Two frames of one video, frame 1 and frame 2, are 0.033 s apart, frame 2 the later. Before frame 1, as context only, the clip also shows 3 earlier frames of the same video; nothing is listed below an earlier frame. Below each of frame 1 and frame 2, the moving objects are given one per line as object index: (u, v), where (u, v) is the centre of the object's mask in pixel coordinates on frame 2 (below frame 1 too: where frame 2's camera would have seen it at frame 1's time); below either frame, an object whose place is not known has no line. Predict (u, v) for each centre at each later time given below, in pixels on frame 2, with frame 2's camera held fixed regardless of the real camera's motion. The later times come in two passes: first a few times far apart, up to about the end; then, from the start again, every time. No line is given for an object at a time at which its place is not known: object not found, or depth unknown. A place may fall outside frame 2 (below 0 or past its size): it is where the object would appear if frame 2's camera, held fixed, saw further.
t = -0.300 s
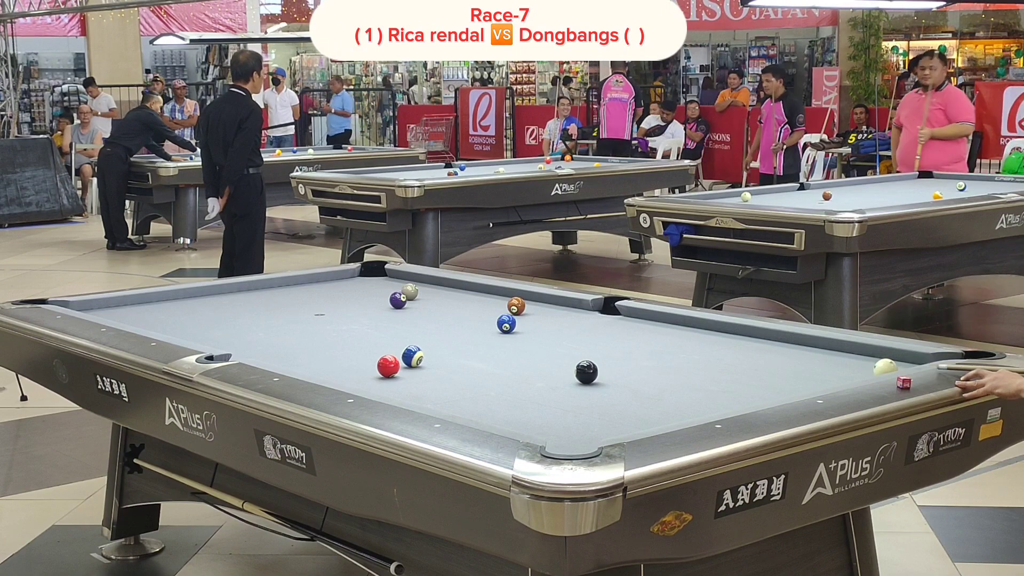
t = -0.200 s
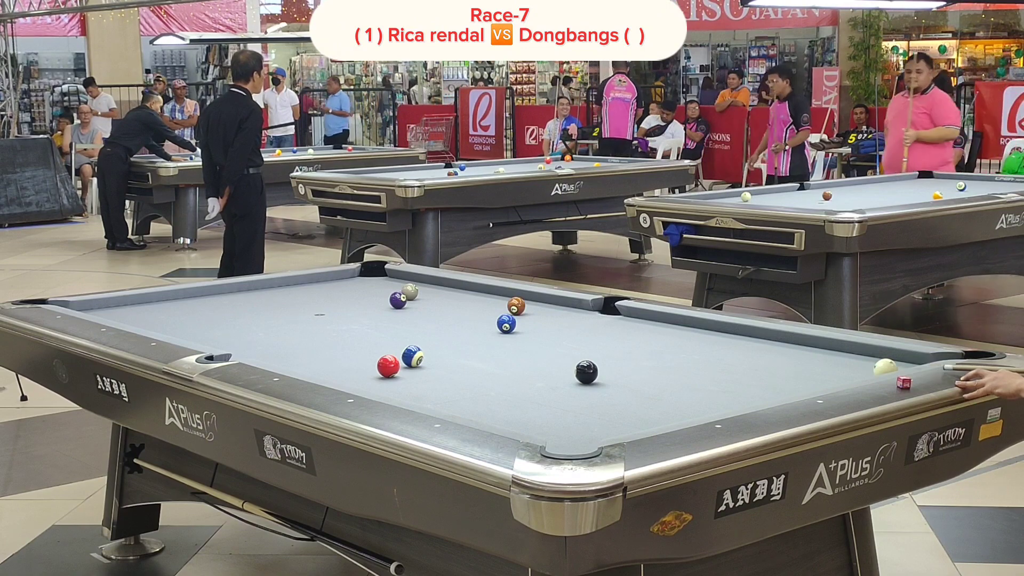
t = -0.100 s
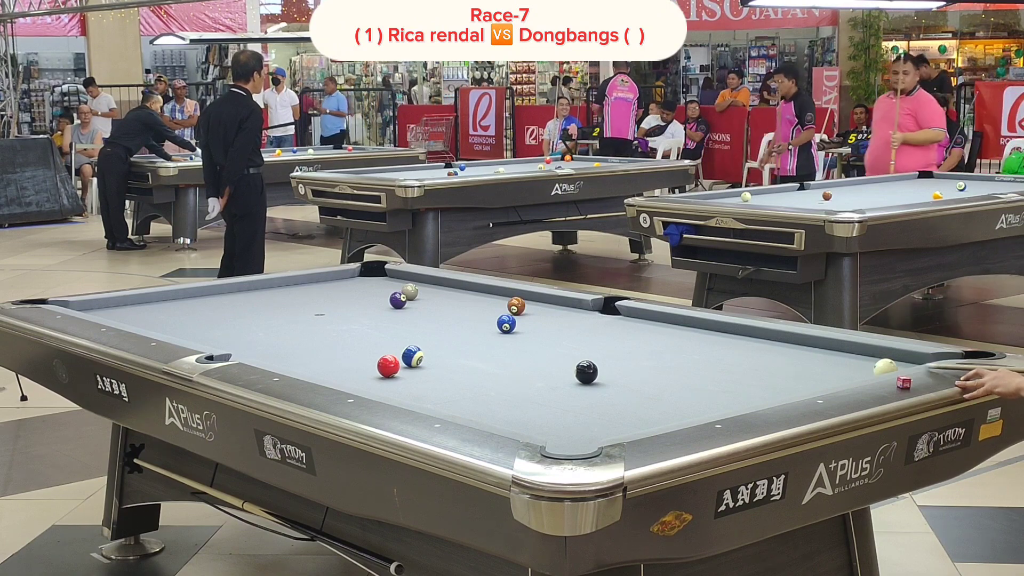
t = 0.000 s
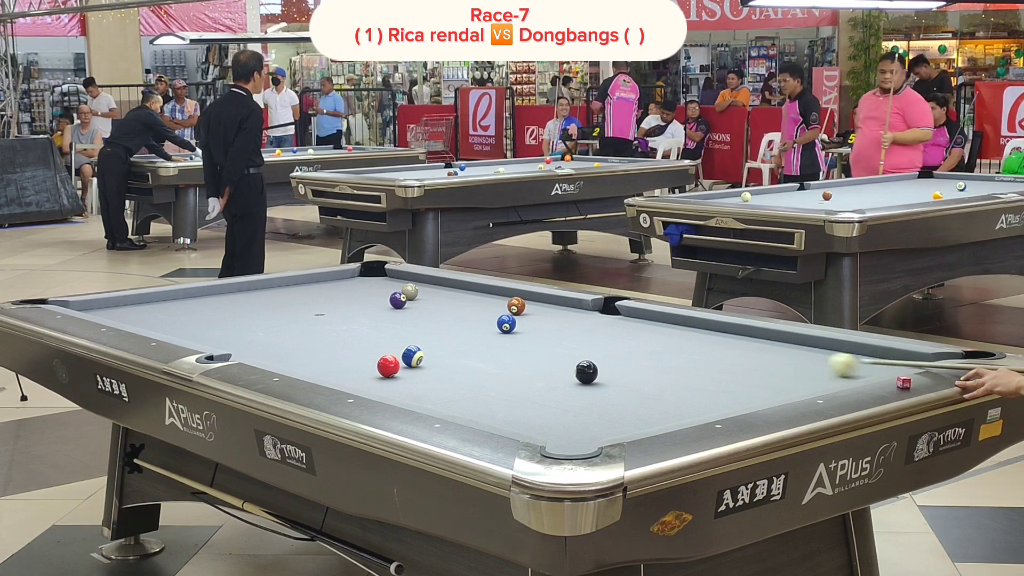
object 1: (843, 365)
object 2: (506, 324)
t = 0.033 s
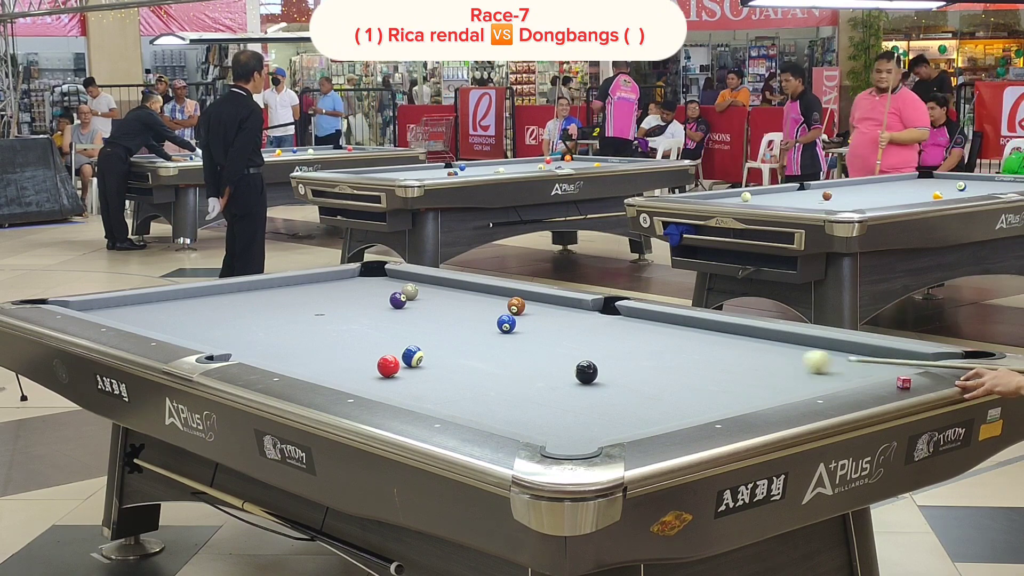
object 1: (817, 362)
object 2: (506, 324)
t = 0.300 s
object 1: (632, 339)
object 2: (506, 323)
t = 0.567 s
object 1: (525, 323)
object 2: (464, 320)
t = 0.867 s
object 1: (505, 315)
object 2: (346, 310)
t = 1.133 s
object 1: (483, 308)
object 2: (263, 304)
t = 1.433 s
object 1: (462, 300)
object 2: (177, 297)
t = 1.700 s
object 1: (445, 295)
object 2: (168, 300)
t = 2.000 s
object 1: (429, 289)
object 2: (174, 308)
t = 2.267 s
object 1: (416, 282)
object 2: (181, 315)
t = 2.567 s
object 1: (402, 279)
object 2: (188, 323)
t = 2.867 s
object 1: (390, 275)
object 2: (195, 330)
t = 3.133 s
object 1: (379, 272)
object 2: (202, 336)
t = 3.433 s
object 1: (365, 270)
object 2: (209, 342)
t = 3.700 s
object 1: (374, 270)
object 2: (223, 346)
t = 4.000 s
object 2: (247, 352)
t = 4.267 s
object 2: (268, 355)
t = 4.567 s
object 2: (290, 359)
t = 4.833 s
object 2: (308, 362)
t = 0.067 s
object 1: (792, 359)
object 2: (506, 324)
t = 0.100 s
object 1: (767, 356)
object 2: (506, 324)
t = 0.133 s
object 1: (743, 352)
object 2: (506, 324)
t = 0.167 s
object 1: (720, 350)
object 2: (506, 324)
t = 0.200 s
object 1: (697, 347)
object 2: (506, 323)
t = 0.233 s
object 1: (675, 344)
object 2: (506, 323)
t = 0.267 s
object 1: (654, 341)
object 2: (506, 323)
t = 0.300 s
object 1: (632, 339)
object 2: (506, 323)
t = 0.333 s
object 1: (612, 336)
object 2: (506, 324)
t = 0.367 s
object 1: (592, 334)
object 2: (506, 324)
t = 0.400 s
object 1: (573, 331)
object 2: (506, 324)
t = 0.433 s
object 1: (553, 329)
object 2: (506, 324)
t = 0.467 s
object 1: (535, 326)
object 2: (506, 324)
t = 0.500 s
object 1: (523, 325)
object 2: (500, 323)
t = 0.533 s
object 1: (525, 324)
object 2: (481, 322)
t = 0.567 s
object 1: (525, 323)
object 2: (464, 320)
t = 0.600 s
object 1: (524, 322)
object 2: (448, 319)
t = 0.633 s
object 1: (523, 322)
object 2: (432, 318)
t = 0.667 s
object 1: (522, 321)
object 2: (418, 316)
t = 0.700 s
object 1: (519, 319)
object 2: (404, 315)
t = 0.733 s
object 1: (516, 318)
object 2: (392, 314)
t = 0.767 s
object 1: (513, 317)
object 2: (380, 313)
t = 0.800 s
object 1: (511, 316)
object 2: (369, 312)
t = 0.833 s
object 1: (507, 315)
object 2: (357, 311)
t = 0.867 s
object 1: (505, 315)
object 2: (346, 310)
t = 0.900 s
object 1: (502, 314)
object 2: (335, 309)
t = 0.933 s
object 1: (499, 313)
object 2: (324, 309)
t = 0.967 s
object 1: (496, 312)
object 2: (314, 308)
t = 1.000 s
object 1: (493, 311)
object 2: (303, 307)
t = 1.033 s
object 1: (491, 310)
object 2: (293, 306)
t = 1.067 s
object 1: (488, 309)
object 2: (282, 305)
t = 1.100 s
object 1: (485, 308)
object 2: (272, 304)
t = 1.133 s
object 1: (483, 308)
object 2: (263, 304)
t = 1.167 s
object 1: (481, 306)
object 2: (253, 303)
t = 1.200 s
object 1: (478, 306)
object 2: (243, 302)
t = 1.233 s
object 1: (476, 305)
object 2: (233, 301)
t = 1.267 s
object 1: (473, 304)
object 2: (223, 300)
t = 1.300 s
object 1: (471, 303)
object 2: (214, 299)
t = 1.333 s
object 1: (468, 303)
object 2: (205, 298)
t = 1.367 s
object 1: (467, 302)
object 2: (196, 298)
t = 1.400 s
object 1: (464, 301)
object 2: (186, 297)
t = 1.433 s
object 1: (462, 300)
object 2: (177, 297)
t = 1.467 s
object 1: (460, 300)
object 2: (168, 296)
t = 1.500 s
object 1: (458, 299)
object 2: (161, 296)
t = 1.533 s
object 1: (456, 298)
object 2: (163, 296)
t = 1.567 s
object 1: (453, 297)
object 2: (164, 297)
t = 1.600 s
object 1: (451, 297)
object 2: (165, 298)
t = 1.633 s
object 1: (449, 296)
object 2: (166, 299)
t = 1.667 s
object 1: (447, 295)
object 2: (167, 300)
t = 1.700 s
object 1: (445, 295)
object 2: (168, 300)
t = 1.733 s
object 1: (443, 294)
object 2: (168, 301)
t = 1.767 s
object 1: (441, 293)
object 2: (169, 302)
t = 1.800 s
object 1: (439, 293)
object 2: (170, 303)
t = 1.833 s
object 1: (437, 292)
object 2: (171, 304)
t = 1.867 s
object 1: (436, 291)
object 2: (171, 305)
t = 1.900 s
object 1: (434, 290)
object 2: (172, 306)
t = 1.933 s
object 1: (432, 290)
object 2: (173, 306)
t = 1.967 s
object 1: (430, 289)
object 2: (174, 307)
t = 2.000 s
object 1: (429, 289)
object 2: (174, 308)
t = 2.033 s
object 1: (427, 288)
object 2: (175, 309)
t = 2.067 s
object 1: (425, 287)
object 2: (176, 310)
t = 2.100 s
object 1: (424, 287)
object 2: (177, 311)
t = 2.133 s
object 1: (422, 286)
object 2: (178, 312)
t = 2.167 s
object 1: (421, 285)
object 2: (178, 312)
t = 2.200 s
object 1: (419, 284)
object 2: (179, 313)
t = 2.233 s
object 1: (418, 283)
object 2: (180, 314)
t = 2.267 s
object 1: (416, 282)
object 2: (181, 315)
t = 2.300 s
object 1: (414, 282)
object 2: (182, 316)
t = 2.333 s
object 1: (412, 281)
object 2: (182, 317)
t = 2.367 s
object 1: (411, 280)
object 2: (183, 317)
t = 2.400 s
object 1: (409, 280)
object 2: (184, 318)
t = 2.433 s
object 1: (407, 280)
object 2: (185, 319)
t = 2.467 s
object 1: (405, 280)
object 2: (186, 320)
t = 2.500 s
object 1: (404, 280)
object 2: (186, 321)
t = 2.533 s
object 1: (403, 279)
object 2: (187, 322)
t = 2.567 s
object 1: (402, 279)
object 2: (188, 323)
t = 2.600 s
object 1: (400, 278)
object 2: (189, 324)
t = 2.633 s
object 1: (399, 278)
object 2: (190, 324)
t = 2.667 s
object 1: (397, 278)
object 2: (190, 325)
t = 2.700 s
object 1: (396, 277)
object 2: (191, 326)
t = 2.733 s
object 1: (395, 277)
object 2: (192, 327)
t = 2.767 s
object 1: (394, 276)
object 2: (193, 328)
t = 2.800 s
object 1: (392, 276)
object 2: (193, 329)
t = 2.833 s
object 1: (391, 275)
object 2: (194, 329)
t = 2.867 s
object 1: (390, 275)
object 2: (195, 330)
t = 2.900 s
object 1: (389, 274)
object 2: (196, 331)
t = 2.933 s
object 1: (387, 274)
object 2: (197, 332)
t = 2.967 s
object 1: (386, 273)
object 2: (198, 333)
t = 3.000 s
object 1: (385, 273)
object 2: (198, 334)
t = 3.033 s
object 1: (384, 273)
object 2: (199, 334)
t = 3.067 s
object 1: (382, 272)
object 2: (200, 335)
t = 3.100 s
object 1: (381, 272)
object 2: (201, 336)
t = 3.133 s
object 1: (379, 272)
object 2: (202, 336)
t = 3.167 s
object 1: (377, 271)
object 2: (202, 337)
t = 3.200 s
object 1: (375, 271)
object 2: (203, 338)
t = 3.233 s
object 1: (373, 271)
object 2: (204, 338)
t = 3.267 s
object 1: (371, 271)
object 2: (205, 339)
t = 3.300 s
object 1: (369, 271)
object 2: (206, 339)
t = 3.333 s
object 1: (368, 270)
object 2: (207, 340)
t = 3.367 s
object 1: (365, 270)
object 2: (207, 340)
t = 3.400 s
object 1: (364, 270)
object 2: (208, 341)
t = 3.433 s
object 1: (365, 270)
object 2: (209, 342)
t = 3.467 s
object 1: (367, 270)
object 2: (210, 342)
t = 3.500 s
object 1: (368, 270)
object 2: (211, 343)
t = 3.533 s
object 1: (369, 270)
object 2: (212, 343)
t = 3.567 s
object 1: (370, 270)
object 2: (212, 343)
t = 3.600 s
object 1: (371, 270)
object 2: (215, 344)
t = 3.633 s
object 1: (372, 269)
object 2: (218, 345)
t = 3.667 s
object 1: (373, 270)
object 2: (220, 345)
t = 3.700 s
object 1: (374, 270)
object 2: (223, 346)
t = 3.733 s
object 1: (375, 270)
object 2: (226, 346)
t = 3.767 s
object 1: (376, 271)
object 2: (229, 348)
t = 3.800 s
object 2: (232, 349)
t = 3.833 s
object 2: (234, 350)
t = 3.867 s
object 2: (237, 351)
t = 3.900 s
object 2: (239, 351)
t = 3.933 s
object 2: (241, 351)
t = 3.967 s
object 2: (244, 351)
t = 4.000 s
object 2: (247, 352)
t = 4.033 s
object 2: (250, 352)
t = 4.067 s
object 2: (252, 352)
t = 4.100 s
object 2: (255, 352)
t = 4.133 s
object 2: (258, 353)
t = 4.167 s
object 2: (260, 353)
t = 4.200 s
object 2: (263, 354)
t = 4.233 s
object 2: (265, 354)
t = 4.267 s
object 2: (268, 355)
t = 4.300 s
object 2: (270, 355)
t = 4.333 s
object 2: (273, 356)
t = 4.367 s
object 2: (275, 356)
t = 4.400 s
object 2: (278, 357)
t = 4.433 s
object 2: (280, 357)
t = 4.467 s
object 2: (283, 358)
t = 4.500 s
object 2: (285, 358)
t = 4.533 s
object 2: (287, 358)
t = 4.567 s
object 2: (290, 359)
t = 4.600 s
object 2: (292, 359)
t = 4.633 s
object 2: (294, 360)
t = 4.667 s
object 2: (297, 360)
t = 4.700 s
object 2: (299, 360)
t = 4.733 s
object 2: (301, 361)
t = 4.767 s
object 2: (303, 361)
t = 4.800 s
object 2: (306, 361)
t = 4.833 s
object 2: (308, 362)
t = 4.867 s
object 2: (310, 362)
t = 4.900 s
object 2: (312, 362)
